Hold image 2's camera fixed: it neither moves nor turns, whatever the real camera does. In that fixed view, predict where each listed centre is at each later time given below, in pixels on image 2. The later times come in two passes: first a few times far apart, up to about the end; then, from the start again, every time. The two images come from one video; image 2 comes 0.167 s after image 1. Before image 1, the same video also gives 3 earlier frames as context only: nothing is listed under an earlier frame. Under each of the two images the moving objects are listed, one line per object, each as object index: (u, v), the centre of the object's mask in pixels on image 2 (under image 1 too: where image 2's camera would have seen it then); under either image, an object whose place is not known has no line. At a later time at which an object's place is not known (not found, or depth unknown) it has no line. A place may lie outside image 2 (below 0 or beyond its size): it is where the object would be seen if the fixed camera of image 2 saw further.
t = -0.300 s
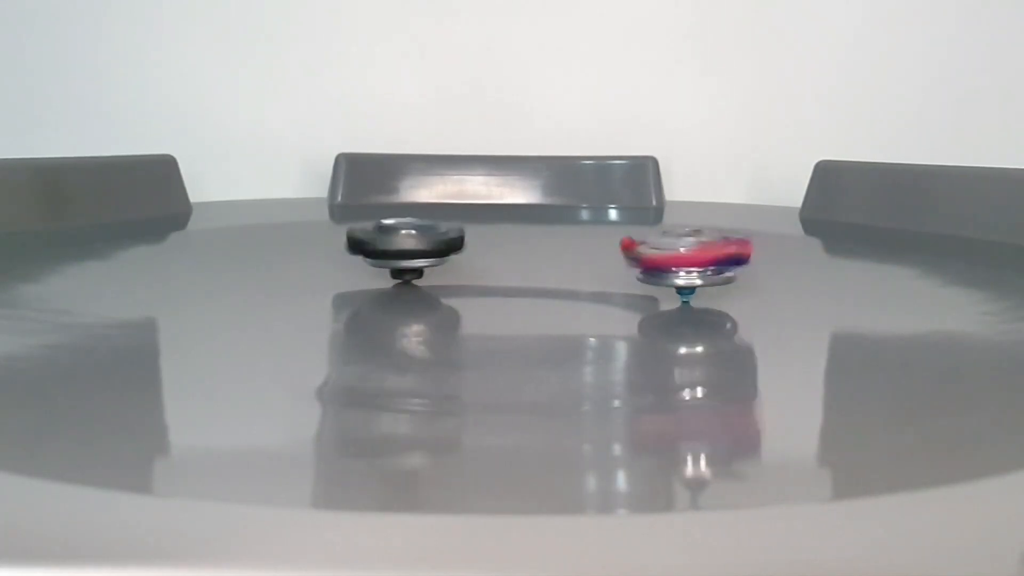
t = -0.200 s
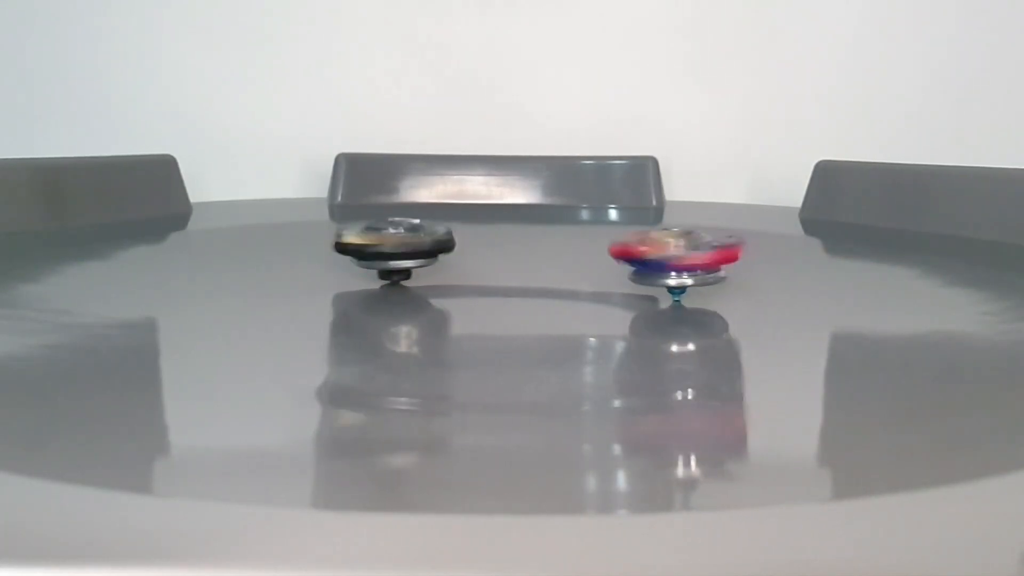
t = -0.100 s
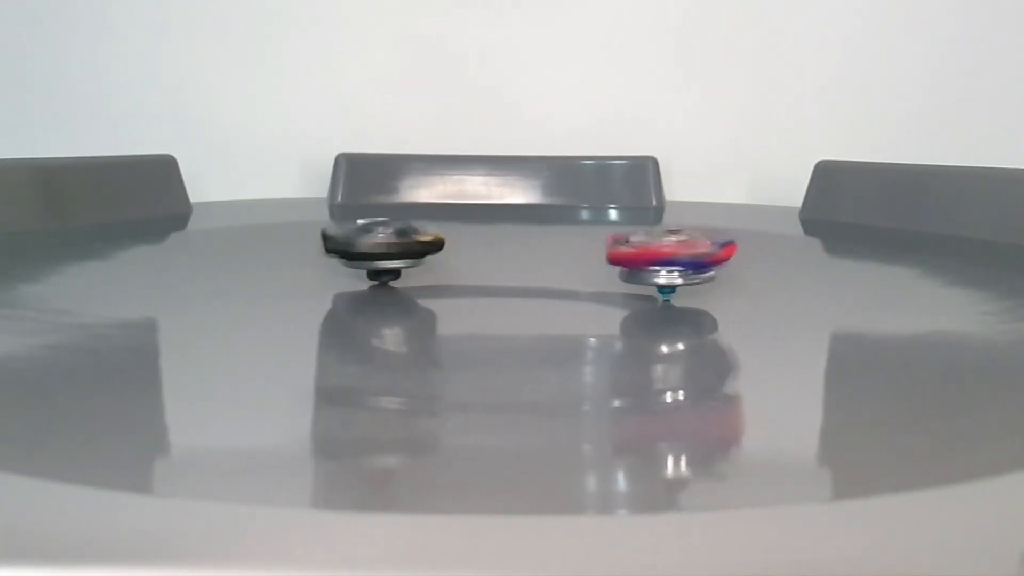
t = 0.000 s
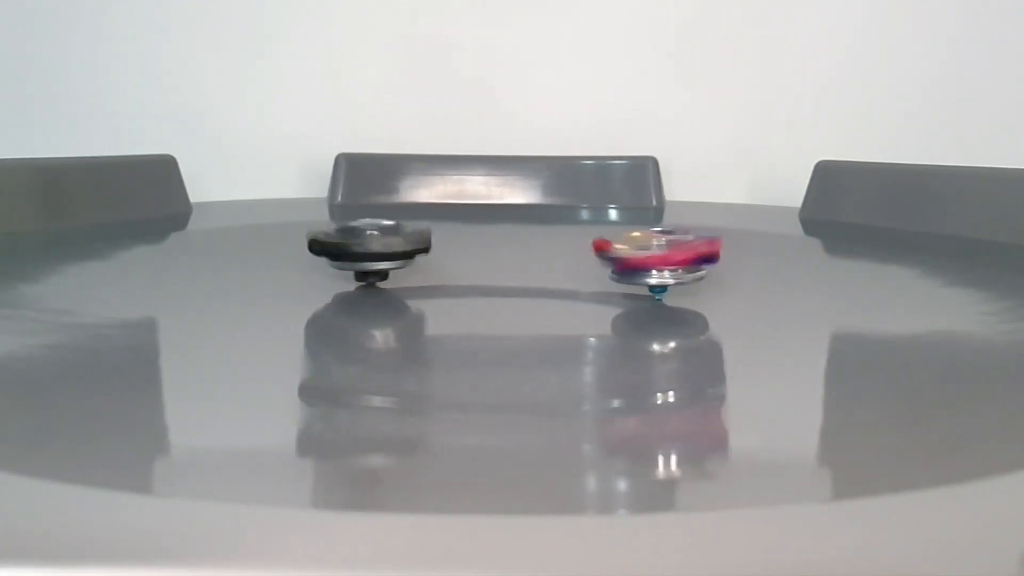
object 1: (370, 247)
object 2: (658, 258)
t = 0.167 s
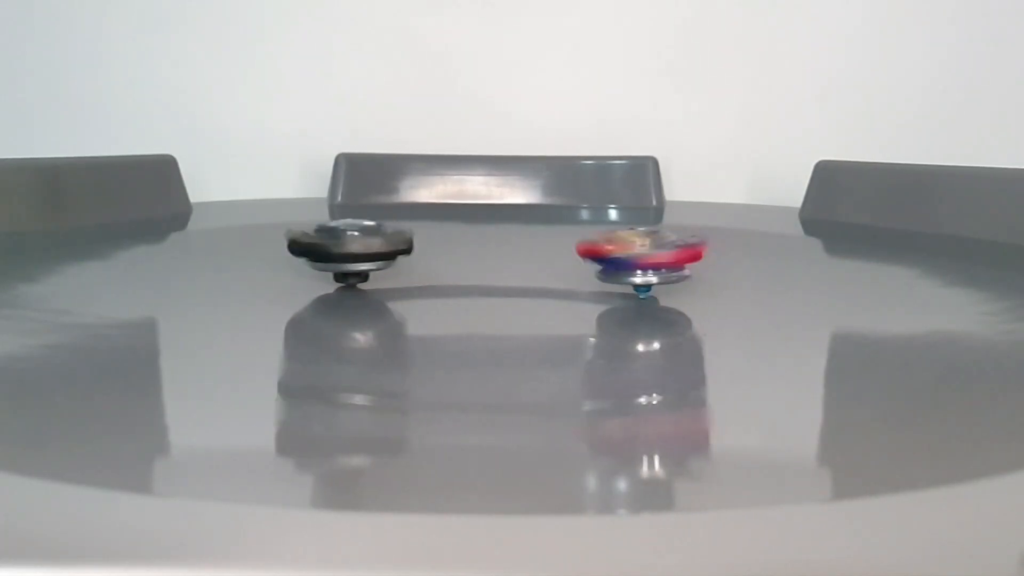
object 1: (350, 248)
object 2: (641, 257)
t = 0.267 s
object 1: (338, 249)
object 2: (634, 257)
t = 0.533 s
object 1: (306, 250)
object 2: (608, 256)
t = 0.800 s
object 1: (279, 252)
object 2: (584, 257)
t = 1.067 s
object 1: (249, 255)
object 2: (560, 257)
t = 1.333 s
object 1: (223, 258)
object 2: (534, 257)
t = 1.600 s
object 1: (199, 262)
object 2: (512, 258)
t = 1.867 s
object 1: (174, 266)
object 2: (488, 259)
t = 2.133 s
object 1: (153, 272)
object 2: (465, 259)
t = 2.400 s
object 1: (132, 277)
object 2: (442, 259)
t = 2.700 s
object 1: (114, 283)
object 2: (418, 260)
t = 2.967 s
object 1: (104, 290)
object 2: (394, 262)
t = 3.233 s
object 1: (100, 298)
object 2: (372, 264)
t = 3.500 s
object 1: (103, 306)
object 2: (351, 266)
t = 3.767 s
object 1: (112, 314)
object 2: (331, 267)
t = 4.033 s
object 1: (121, 321)
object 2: (309, 269)
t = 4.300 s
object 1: (146, 329)
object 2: (292, 270)
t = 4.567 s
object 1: (184, 338)
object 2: (279, 268)
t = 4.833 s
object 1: (233, 344)
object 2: (257, 265)
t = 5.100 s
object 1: (288, 349)
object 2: (235, 269)
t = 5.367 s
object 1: (353, 353)
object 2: (222, 281)
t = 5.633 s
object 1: (423, 352)
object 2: (214, 289)
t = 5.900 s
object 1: (483, 353)
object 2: (208, 293)
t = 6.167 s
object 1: (542, 350)
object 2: (208, 296)
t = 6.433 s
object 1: (590, 346)
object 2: (209, 302)
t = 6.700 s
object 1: (632, 342)
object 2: (215, 308)
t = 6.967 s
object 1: (667, 335)
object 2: (232, 314)
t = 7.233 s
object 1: (691, 329)
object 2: (251, 318)
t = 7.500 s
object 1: (712, 322)
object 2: (277, 323)
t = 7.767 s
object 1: (722, 315)
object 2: (308, 327)
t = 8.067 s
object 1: (730, 306)
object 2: (352, 333)
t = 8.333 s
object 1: (731, 298)
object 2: (393, 333)
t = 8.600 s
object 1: (724, 291)
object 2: (433, 333)
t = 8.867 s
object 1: (718, 284)
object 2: (476, 334)
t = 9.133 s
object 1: (706, 278)
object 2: (516, 332)
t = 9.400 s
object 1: (696, 272)
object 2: (553, 329)
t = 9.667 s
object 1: (681, 264)
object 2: (581, 325)
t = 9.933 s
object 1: (667, 260)
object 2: (607, 322)
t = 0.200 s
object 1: (345, 248)
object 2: (639, 257)
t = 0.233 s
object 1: (341, 249)
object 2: (636, 257)
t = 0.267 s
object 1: (338, 249)
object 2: (634, 257)
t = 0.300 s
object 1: (336, 249)
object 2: (631, 257)
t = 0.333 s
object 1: (330, 249)
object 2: (628, 257)
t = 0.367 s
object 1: (326, 249)
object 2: (624, 256)
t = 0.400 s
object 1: (321, 249)
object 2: (621, 257)
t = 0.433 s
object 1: (319, 249)
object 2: (618, 257)
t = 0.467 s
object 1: (315, 250)
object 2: (615, 257)
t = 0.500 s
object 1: (311, 250)
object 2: (612, 257)
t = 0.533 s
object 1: (306, 250)
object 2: (608, 256)
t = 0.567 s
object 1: (302, 250)
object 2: (605, 256)
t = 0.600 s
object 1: (300, 250)
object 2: (601, 257)
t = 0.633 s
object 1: (297, 251)
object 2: (600, 257)
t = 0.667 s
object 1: (292, 251)
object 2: (597, 257)
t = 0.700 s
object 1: (288, 251)
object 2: (594, 256)
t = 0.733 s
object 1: (284, 251)
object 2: (590, 256)
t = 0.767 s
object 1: (282, 251)
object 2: (588, 257)
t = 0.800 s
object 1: (279, 252)
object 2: (584, 257)
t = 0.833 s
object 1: (275, 252)
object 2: (581, 257)
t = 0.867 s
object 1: (269, 252)
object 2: (578, 257)
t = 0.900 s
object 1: (266, 252)
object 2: (574, 257)
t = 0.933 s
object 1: (263, 253)
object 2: (572, 256)
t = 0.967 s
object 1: (260, 254)
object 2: (568, 257)
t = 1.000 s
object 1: (256, 254)
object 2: (566, 257)
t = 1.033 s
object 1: (252, 254)
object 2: (563, 257)
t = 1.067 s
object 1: (249, 255)
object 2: (560, 257)
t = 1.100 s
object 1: (246, 254)
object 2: (556, 256)
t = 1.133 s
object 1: (242, 256)
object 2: (554, 257)
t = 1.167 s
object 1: (239, 255)
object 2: (551, 257)
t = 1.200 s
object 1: (235, 256)
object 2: (547, 257)
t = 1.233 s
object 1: (232, 256)
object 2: (545, 257)
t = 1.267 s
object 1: (230, 257)
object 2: (541, 257)
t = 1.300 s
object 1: (226, 258)
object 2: (538, 257)
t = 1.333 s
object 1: (223, 258)
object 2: (534, 257)
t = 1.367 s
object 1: (219, 258)
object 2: (533, 258)
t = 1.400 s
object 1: (216, 259)
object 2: (530, 258)
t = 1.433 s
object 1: (214, 260)
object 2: (527, 257)
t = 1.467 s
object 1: (210, 260)
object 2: (523, 257)
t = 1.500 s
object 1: (206, 261)
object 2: (521, 258)
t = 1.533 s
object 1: (203, 261)
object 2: (518, 258)
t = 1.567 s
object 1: (200, 262)
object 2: (515, 258)
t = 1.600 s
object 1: (199, 262)
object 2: (512, 258)
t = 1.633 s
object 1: (195, 263)
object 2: (508, 258)
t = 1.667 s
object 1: (191, 263)
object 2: (505, 258)
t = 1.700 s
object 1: (188, 263)
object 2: (502, 258)
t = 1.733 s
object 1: (185, 264)
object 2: (500, 259)
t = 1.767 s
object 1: (185, 265)
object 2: (497, 259)
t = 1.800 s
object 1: (181, 266)
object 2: (494, 258)
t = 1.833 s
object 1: (177, 266)
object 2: (491, 258)
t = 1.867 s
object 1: (174, 266)
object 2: (488, 259)
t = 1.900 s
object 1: (171, 267)
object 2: (486, 259)
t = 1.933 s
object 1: (171, 268)
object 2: (484, 259)
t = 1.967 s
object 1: (167, 269)
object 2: (481, 259)
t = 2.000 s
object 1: (163, 269)
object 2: (476, 259)
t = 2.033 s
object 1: (160, 269)
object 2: (474, 259)
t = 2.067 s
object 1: (157, 271)
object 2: (470, 259)
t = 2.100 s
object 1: (157, 272)
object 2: (469, 260)
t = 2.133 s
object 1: (153, 272)
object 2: (465, 259)
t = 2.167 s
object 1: (150, 272)
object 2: (463, 259)
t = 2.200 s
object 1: (147, 272)
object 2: (459, 259)
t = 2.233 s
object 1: (144, 274)
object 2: (457, 259)
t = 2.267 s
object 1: (144, 275)
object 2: (454, 260)
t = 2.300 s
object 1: (141, 275)
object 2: (452, 259)
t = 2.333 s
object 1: (138, 276)
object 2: (449, 259)
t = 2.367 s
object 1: (135, 276)
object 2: (445, 259)
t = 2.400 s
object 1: (132, 277)
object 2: (442, 259)
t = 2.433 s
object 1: (132, 279)
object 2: (439, 260)
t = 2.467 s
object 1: (130, 279)
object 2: (437, 261)
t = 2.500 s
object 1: (126, 279)
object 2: (434, 260)
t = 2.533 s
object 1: (124, 280)
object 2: (431, 260)
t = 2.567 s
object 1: (122, 281)
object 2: (427, 260)
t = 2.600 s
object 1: (121, 282)
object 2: (425, 261)
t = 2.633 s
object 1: (119, 282)
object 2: (423, 261)
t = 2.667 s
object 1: (116, 283)
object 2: (420, 261)
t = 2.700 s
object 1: (114, 283)
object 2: (418, 260)
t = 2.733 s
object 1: (112, 285)
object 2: (413, 261)
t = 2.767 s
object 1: (113, 286)
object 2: (411, 261)
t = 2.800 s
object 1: (110, 286)
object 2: (408, 261)
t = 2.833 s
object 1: (107, 287)
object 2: (406, 262)
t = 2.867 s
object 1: (105, 288)
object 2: (403, 261)
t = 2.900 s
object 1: (104, 289)
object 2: (400, 262)
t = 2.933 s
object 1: (106, 290)
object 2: (397, 262)
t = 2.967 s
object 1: (104, 290)
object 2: (394, 262)
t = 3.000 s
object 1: (102, 291)
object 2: (391, 262)
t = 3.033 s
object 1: (101, 292)
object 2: (390, 263)
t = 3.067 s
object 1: (101, 293)
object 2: (386, 263)
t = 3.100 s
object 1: (102, 294)
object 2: (384, 263)
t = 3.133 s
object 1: (101, 295)
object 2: (380, 263)
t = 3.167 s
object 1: (101, 296)
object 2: (378, 263)
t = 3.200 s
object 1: (99, 296)
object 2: (376, 263)
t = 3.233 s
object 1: (100, 298)
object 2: (372, 264)
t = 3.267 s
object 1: (102, 299)
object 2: (371, 263)
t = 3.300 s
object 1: (101, 299)
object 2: (367, 264)
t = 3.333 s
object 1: (101, 300)
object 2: (364, 264)
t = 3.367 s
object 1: (100, 301)
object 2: (361, 265)
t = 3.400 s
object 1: (100, 303)
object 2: (360, 265)
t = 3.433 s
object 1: (103, 304)
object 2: (356, 265)
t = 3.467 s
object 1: (103, 305)
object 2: (354, 266)
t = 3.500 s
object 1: (103, 306)
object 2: (351, 266)
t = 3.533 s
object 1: (102, 307)
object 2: (349, 267)
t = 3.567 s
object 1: (103, 308)
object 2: (346, 266)
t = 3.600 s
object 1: (106, 309)
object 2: (343, 266)
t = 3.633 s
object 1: (106, 310)
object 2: (341, 266)
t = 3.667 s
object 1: (106, 311)
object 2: (337, 266)
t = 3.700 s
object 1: (107, 312)
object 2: (335, 267)
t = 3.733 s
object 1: (109, 313)
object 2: (331, 266)
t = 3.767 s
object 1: (112, 314)
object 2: (331, 267)
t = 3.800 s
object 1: (111, 314)
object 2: (327, 267)
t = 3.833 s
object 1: (113, 315)
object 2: (326, 267)
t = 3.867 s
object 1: (113, 317)
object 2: (322, 268)
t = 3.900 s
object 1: (115, 317)
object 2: (320, 267)
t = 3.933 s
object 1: (119, 318)
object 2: (316, 268)
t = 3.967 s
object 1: (119, 318)
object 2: (316, 268)
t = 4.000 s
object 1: (121, 320)
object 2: (312, 269)
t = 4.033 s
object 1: (121, 321)
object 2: (309, 269)
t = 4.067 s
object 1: (125, 323)
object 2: (307, 269)
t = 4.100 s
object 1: (130, 323)
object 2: (303, 269)
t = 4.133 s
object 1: (130, 323)
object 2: (302, 270)
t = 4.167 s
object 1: (132, 325)
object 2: (300, 270)
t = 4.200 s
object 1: (136, 325)
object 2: (298, 270)
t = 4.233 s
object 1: (137, 328)
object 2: (294, 271)
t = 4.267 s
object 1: (146, 329)
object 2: (294, 269)
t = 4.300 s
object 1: (146, 329)
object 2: (292, 270)
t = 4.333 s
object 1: (151, 330)
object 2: (292, 270)
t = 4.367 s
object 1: (159, 332)
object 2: (289, 269)
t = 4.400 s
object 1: (158, 333)
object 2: (286, 270)
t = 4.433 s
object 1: (165, 334)
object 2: (283, 269)
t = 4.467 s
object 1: (169, 334)
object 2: (281, 268)
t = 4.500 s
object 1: (174, 335)
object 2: (281, 269)
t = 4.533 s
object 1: (181, 336)
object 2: (277, 268)
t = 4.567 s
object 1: (184, 338)
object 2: (279, 268)
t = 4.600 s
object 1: (190, 339)
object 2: (273, 267)
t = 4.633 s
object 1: (197, 338)
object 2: (273, 265)
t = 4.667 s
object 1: (202, 340)
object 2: (269, 267)
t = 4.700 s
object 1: (211, 341)
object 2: (270, 266)
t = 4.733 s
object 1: (213, 342)
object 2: (266, 266)
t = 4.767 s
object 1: (222, 344)
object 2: (264, 264)
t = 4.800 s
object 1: (228, 343)
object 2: (259, 266)
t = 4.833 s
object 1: (233, 344)
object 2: (257, 265)
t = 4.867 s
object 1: (240, 344)
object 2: (254, 265)
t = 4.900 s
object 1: (245, 345)
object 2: (254, 265)
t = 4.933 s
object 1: (254, 346)
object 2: (248, 266)
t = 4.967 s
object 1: (261, 347)
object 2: (244, 267)
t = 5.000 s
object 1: (267, 348)
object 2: (242, 267)
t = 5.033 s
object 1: (272, 347)
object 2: (239, 267)
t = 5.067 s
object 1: (280, 349)
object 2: (239, 268)
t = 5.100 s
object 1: (288, 349)
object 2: (235, 269)
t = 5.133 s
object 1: (296, 349)
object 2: (234, 270)
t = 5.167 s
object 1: (303, 351)
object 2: (231, 271)
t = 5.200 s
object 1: (305, 351)
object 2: (229, 273)
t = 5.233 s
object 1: (310, 354)
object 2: (225, 274)
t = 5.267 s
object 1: (328, 352)
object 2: (228, 277)
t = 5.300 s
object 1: (337, 351)
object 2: (224, 278)
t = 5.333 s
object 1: (345, 353)
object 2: (225, 278)
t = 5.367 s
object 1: (353, 353)
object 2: (222, 281)
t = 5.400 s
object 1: (358, 353)
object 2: (221, 281)
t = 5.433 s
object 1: (368, 353)
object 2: (221, 283)
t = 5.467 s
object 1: (377, 353)
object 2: (220, 284)
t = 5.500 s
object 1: (385, 353)
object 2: (219, 285)
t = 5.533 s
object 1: (391, 354)
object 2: (216, 286)
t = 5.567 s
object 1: (398, 353)
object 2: (217, 286)
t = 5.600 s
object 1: (417, 353)
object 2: (217, 287)
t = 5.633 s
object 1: (423, 352)
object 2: (214, 289)
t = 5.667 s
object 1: (433, 355)
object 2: (215, 288)
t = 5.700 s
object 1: (438, 354)
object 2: (211, 290)
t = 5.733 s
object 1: (447, 353)
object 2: (212, 289)
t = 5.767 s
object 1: (455, 353)
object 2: (209, 290)
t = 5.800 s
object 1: (461, 352)
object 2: (211, 290)
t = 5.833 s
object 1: (470, 354)
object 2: (210, 292)
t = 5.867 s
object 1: (476, 353)
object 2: (209, 292)
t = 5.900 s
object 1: (483, 353)
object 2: (208, 293)
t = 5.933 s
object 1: (491, 352)
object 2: (207, 292)
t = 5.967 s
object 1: (499, 353)
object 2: (209, 293)
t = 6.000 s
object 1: (506, 353)
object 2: (207, 294)
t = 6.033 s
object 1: (512, 352)
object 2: (208, 295)
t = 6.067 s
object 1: (519, 351)
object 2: (204, 295)
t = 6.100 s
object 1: (528, 351)
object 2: (207, 296)
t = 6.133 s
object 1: (535, 350)
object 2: (205, 296)
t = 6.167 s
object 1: (542, 350)
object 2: (208, 296)
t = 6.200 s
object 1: (546, 349)
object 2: (206, 298)
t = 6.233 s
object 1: (552, 349)
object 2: (208, 298)
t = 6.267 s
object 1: (560, 349)
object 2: (207, 300)
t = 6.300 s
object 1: (568, 348)
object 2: (208, 299)
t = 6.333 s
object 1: (573, 348)
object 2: (208, 302)
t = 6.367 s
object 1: (575, 348)
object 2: (209, 301)
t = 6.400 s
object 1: (584, 346)
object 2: (209, 303)
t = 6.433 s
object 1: (590, 346)
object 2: (209, 302)
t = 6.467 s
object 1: (597, 345)
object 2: (210, 303)
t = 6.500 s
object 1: (602, 345)
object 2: (210, 303)
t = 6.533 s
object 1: (605, 345)
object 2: (213, 304)
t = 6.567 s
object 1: (611, 344)
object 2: (211, 304)
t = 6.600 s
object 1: (616, 343)
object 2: (214, 306)
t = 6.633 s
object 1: (624, 343)
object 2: (212, 306)
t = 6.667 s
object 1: (628, 342)
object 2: (215, 306)
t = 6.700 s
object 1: (632, 342)
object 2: (215, 308)
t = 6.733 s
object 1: (636, 340)
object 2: (220, 308)
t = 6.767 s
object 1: (641, 339)
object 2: (219, 309)
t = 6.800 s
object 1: (648, 339)
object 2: (221, 310)
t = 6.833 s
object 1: (649, 339)
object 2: (221, 311)
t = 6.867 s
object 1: (654, 338)
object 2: (224, 311)
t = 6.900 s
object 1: (657, 338)
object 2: (226, 314)
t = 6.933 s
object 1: (661, 336)
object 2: (229, 312)
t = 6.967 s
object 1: (667, 335)
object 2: (232, 314)
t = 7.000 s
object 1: (669, 334)
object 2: (232, 314)
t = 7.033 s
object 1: (673, 334)
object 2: (235, 316)
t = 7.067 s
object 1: (675, 334)
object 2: (236, 315)
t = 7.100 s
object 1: (678, 332)
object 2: (241, 317)
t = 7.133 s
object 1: (683, 331)
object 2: (240, 317)
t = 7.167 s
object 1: (687, 330)
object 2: (246, 318)
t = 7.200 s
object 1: (690, 330)
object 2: (244, 318)
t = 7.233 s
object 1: (691, 329)
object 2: (251, 318)
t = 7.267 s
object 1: (693, 328)
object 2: (250, 319)
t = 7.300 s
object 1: (698, 328)
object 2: (258, 320)
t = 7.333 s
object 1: (701, 326)
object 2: (258, 320)
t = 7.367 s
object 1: (704, 326)
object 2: (263, 321)
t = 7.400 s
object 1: (703, 325)
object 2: (265, 323)
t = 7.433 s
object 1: (706, 324)
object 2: (269, 321)
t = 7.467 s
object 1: (709, 323)
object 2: (271, 322)
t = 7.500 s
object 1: (712, 322)
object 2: (277, 323)
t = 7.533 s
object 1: (715, 322)
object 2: (281, 324)
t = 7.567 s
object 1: (713, 321)
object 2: (284, 323)
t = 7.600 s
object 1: (715, 319)
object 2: (289, 325)
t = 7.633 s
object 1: (719, 319)
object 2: (291, 324)
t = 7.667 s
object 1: (721, 317)
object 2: (298, 327)
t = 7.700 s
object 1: (722, 317)
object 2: (300, 326)
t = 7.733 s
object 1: (721, 316)
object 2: (306, 328)
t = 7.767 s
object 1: (722, 315)
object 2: (308, 327)
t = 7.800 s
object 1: (724, 314)
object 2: (313, 328)
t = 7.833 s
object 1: (727, 313)
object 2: (317, 327)
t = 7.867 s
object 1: (727, 312)
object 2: (324, 329)
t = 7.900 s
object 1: (726, 311)
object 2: (327, 328)
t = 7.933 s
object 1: (727, 310)
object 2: (333, 330)
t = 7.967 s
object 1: (727, 309)
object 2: (337, 329)
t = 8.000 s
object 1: (730, 308)
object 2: (341, 331)
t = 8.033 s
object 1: (730, 307)
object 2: (346, 331)
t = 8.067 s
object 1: (730, 306)
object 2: (352, 333)
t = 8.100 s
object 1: (729, 305)
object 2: (356, 332)
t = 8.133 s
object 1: (729, 303)
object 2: (361, 333)
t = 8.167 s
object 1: (731, 303)
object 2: (366, 334)
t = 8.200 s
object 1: (731, 302)
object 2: (371, 332)
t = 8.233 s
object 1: (731, 301)
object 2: (378, 333)
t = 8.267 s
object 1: (729, 300)
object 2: (383, 332)
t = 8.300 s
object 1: (728, 299)
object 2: (388, 334)
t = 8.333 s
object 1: (731, 298)
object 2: (393, 333)
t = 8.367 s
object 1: (731, 297)
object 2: (398, 334)
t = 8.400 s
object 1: (730, 297)
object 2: (402, 333)
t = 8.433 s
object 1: (727, 295)
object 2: (409, 334)
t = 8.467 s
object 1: (727, 294)
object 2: (414, 333)
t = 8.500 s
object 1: (728, 294)
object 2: (420, 334)
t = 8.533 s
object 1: (729, 293)
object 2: (425, 333)
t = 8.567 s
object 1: (727, 292)
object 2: (429, 334)
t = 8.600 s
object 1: (724, 291)
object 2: (433, 333)
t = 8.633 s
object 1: (724, 290)
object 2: (440, 334)
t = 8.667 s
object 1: (724, 288)
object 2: (444, 333)
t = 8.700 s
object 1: (724, 288)
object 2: (449, 333)
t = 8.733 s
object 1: (722, 288)
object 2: (455, 334)
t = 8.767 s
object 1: (720, 286)
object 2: (460, 333)
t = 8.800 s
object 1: (719, 285)
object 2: (465, 333)
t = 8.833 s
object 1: (717, 284)
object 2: (472, 333)
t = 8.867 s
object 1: (718, 284)
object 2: (476, 334)
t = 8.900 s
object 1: (716, 283)
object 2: (481, 332)
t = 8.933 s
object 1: (715, 282)
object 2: (487, 334)
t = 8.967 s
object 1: (713, 281)
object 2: (490, 332)
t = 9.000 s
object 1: (711, 280)
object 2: (497, 333)
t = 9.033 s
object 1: (711, 280)
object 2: (501, 331)
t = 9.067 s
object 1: (710, 279)
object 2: (507, 333)
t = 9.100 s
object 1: (709, 279)
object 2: (511, 331)
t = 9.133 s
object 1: (706, 278)
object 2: (516, 332)
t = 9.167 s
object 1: (704, 276)
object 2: (520, 330)
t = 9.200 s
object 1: (704, 276)
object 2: (525, 331)
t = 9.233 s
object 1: (703, 275)
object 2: (530, 330)
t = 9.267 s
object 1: (701, 275)
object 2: (533, 330)
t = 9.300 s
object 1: (698, 274)
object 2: (538, 329)
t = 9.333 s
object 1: (697, 273)
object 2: (543, 329)
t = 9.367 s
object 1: (696, 273)
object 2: (547, 329)
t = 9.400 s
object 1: (696, 272)
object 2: (553, 329)
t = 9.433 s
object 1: (694, 272)
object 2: (555, 328)
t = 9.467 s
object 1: (690, 270)
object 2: (560, 328)
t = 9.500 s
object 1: (689, 269)
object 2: (562, 327)
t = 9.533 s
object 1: (688, 269)
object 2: (566, 327)
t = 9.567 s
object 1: (687, 268)
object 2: (569, 326)
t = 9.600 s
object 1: (685, 267)
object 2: (574, 326)
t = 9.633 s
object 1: (682, 266)
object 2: (576, 326)
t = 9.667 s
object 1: (681, 264)
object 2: (581, 325)
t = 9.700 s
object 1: (678, 264)
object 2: (583, 326)
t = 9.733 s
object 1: (678, 263)
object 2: (587, 323)
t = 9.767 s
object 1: (677, 262)
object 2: (593, 324)
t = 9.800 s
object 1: (674, 261)
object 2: (595, 322)
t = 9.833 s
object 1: (671, 260)
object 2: (600, 323)
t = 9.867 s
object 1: (668, 260)
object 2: (600, 322)
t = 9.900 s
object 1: (669, 258)
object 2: (605, 322)
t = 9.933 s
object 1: (667, 260)
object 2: (607, 322)
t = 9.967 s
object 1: (666, 257)
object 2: (611, 321)
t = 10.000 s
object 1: (662, 257)
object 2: (612, 320)
